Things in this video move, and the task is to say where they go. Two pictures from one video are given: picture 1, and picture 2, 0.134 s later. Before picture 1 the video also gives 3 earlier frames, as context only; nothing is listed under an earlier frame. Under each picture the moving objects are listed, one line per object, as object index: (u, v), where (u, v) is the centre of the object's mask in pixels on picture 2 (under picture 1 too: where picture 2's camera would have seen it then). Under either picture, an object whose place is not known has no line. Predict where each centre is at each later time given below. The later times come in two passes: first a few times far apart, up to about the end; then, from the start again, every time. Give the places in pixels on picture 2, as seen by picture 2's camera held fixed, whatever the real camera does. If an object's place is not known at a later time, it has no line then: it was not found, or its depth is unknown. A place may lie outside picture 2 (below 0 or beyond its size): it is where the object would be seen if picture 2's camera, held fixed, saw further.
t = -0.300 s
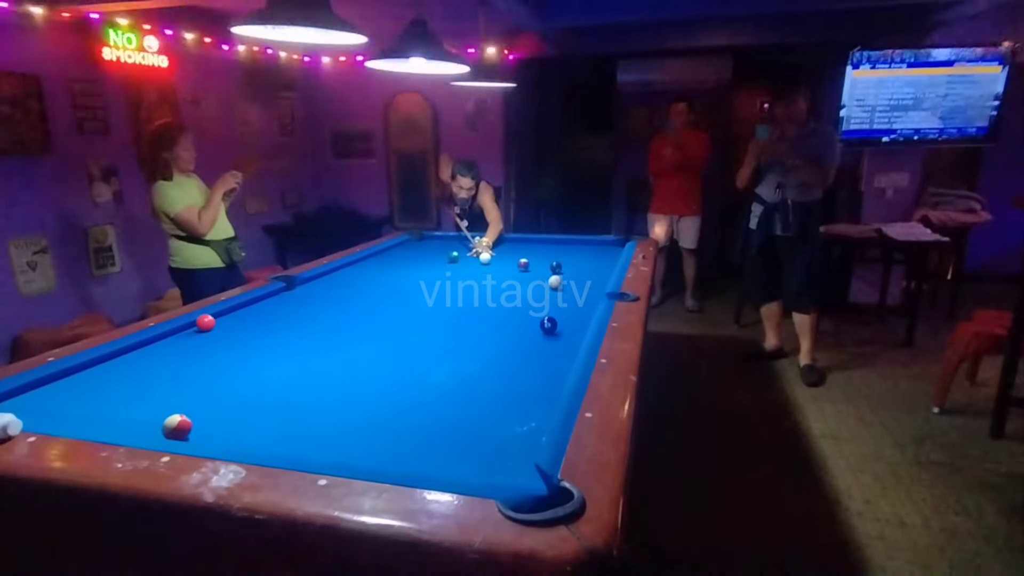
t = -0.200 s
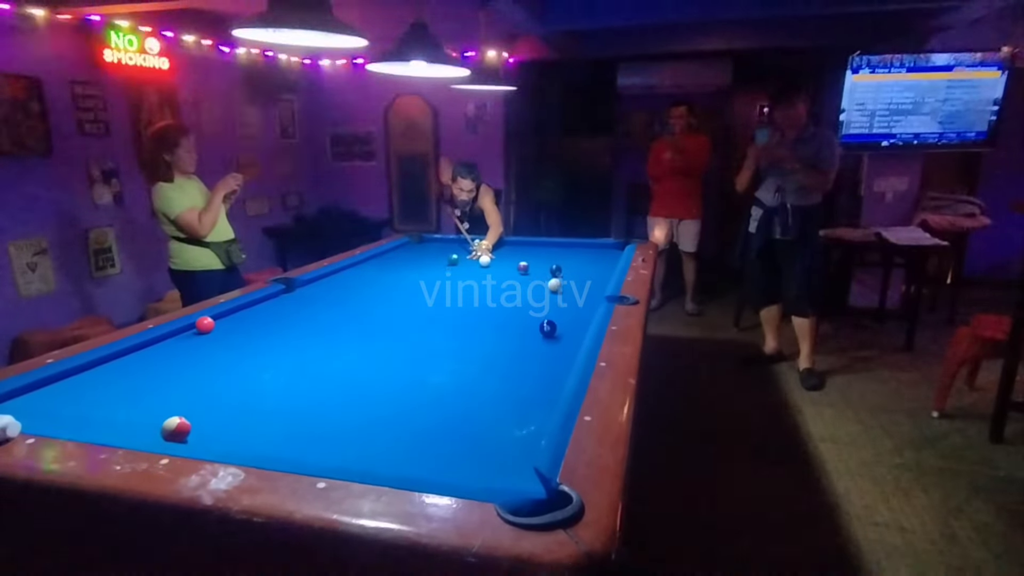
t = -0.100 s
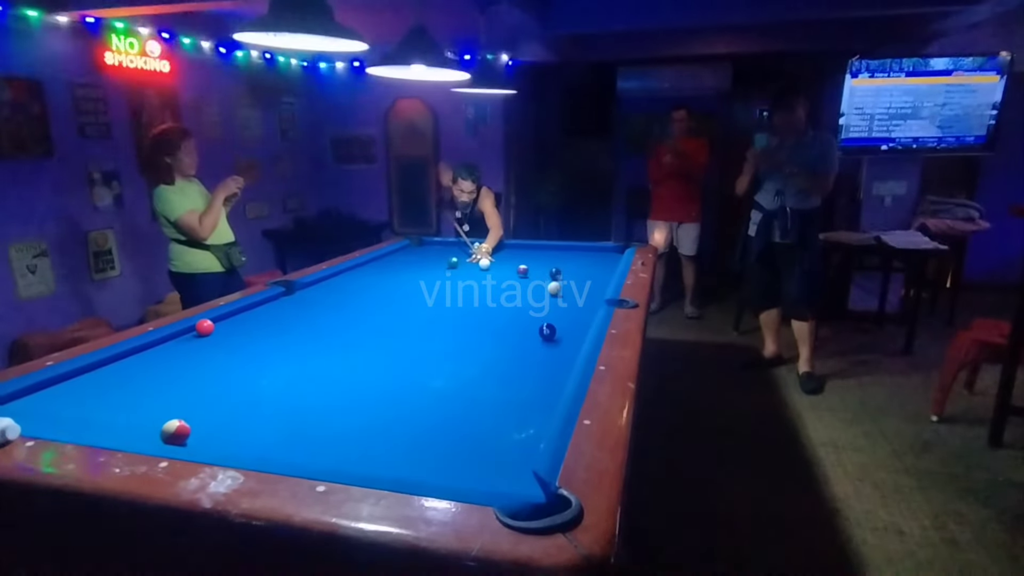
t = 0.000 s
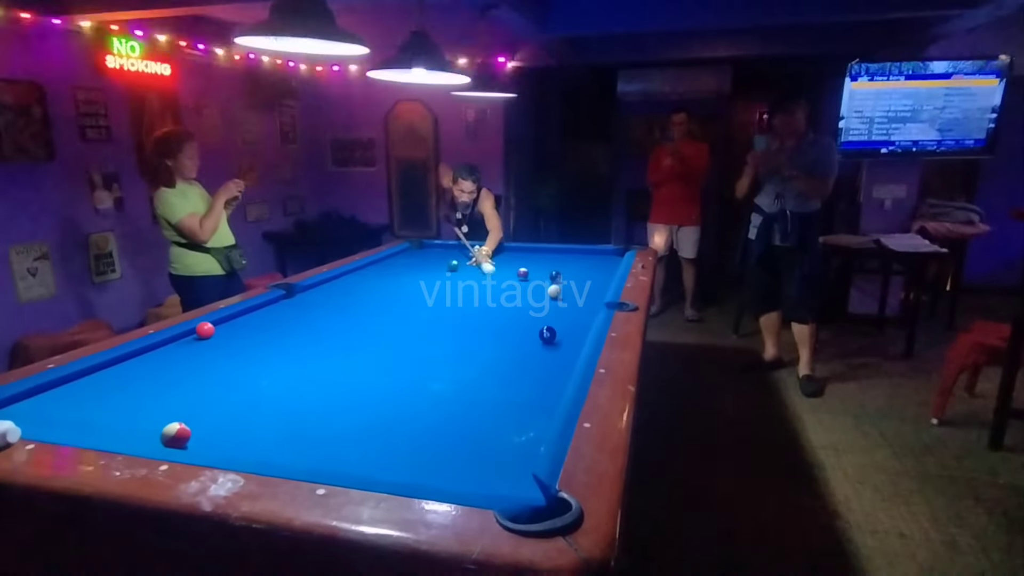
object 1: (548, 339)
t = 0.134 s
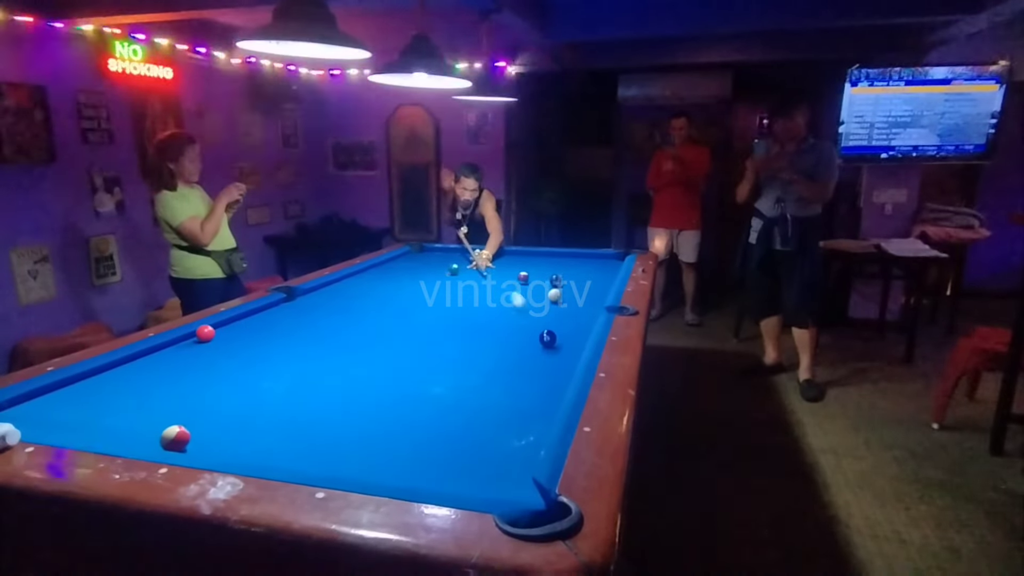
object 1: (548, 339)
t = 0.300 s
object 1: (535, 356)
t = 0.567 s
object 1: (432, 451)
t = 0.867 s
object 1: (433, 425)
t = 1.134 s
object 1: (462, 383)
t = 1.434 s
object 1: (486, 350)
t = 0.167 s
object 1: (548, 339)
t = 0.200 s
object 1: (548, 339)
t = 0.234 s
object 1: (548, 339)
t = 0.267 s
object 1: (544, 346)
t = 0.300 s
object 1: (535, 356)
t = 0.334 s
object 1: (524, 364)
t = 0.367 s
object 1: (512, 374)
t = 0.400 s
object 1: (500, 386)
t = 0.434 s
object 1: (489, 397)
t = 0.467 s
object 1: (476, 410)
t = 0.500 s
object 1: (462, 423)
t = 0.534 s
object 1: (447, 436)
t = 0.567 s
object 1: (432, 451)
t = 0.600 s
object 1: (416, 465)
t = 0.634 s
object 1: (398, 472)
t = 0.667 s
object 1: (396, 471)
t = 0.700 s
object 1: (406, 467)
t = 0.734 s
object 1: (413, 458)
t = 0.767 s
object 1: (419, 449)
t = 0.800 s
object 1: (424, 441)
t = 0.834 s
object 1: (429, 434)
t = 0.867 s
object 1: (433, 425)
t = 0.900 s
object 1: (437, 419)
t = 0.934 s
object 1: (441, 413)
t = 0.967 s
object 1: (445, 407)
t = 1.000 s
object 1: (449, 402)
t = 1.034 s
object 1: (453, 397)
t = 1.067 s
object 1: (456, 391)
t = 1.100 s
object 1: (459, 387)
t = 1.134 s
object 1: (462, 383)
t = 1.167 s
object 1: (465, 378)
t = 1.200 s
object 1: (468, 374)
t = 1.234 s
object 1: (471, 371)
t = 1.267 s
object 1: (474, 367)
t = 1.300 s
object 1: (476, 363)
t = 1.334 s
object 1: (479, 360)
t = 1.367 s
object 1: (481, 356)
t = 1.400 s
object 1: (484, 353)
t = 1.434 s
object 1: (486, 350)
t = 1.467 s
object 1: (488, 347)
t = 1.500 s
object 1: (490, 344)
